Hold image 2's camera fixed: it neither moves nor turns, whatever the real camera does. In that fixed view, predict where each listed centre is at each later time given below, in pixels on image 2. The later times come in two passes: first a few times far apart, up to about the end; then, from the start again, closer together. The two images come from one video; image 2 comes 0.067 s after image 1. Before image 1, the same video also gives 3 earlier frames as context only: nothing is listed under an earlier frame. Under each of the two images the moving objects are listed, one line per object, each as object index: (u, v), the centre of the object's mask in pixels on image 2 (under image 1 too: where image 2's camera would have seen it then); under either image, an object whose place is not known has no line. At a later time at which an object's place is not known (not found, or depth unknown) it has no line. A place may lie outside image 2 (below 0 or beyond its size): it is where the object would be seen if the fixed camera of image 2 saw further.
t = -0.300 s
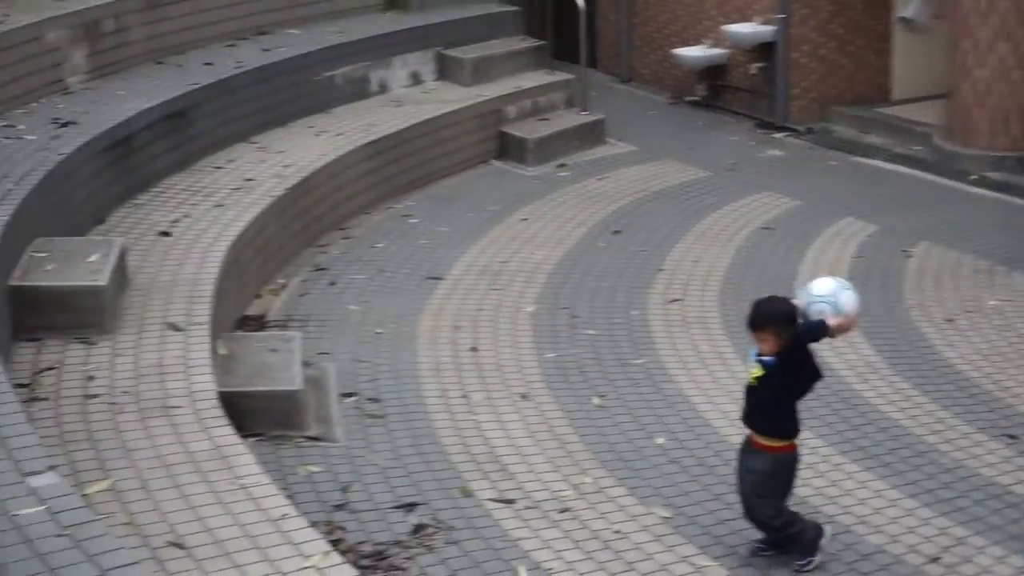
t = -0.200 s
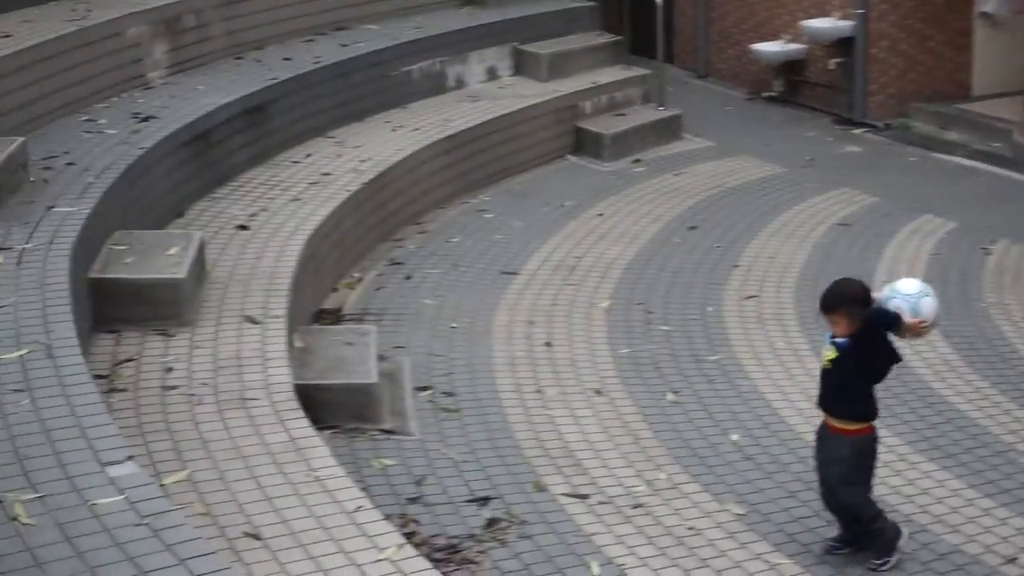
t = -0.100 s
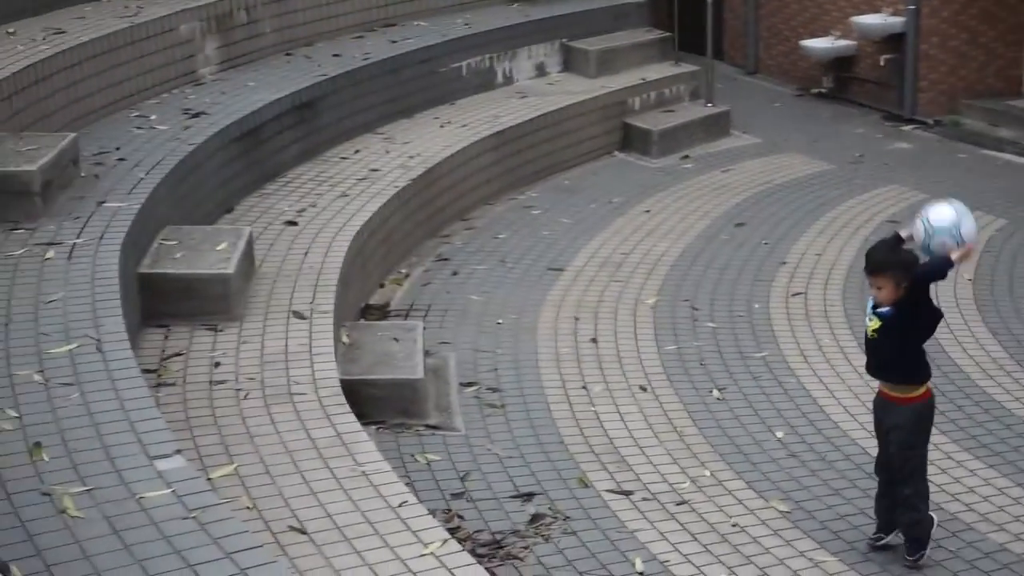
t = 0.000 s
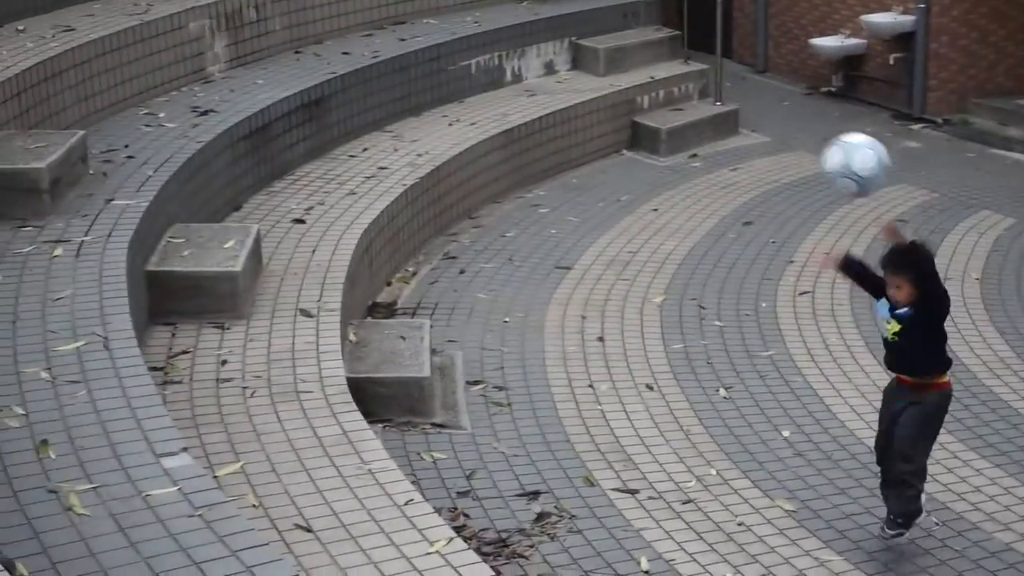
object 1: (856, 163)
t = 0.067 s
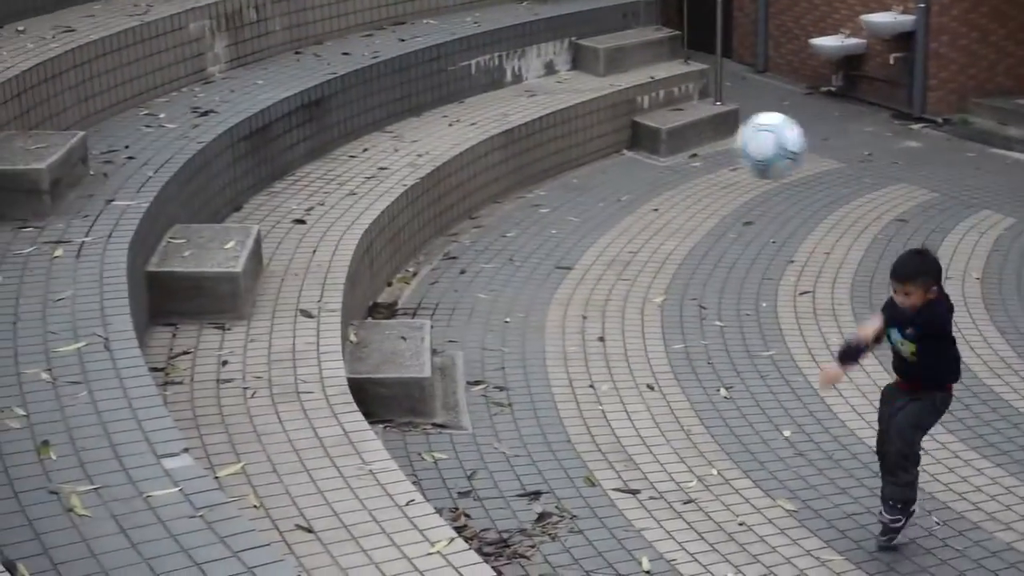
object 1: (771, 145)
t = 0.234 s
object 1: (537, 154)
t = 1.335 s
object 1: (533, 476)
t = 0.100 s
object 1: (726, 139)
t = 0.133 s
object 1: (680, 136)
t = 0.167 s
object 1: (633, 137)
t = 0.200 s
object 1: (585, 143)
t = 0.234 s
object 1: (537, 154)
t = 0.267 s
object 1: (487, 167)
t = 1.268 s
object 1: (485, 413)
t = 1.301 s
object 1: (509, 443)
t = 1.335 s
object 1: (533, 476)
